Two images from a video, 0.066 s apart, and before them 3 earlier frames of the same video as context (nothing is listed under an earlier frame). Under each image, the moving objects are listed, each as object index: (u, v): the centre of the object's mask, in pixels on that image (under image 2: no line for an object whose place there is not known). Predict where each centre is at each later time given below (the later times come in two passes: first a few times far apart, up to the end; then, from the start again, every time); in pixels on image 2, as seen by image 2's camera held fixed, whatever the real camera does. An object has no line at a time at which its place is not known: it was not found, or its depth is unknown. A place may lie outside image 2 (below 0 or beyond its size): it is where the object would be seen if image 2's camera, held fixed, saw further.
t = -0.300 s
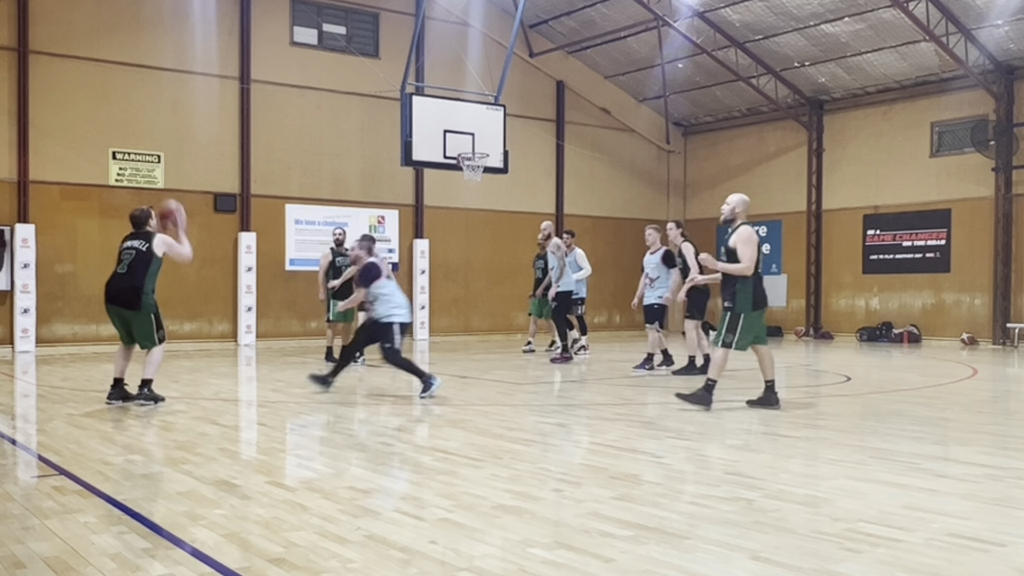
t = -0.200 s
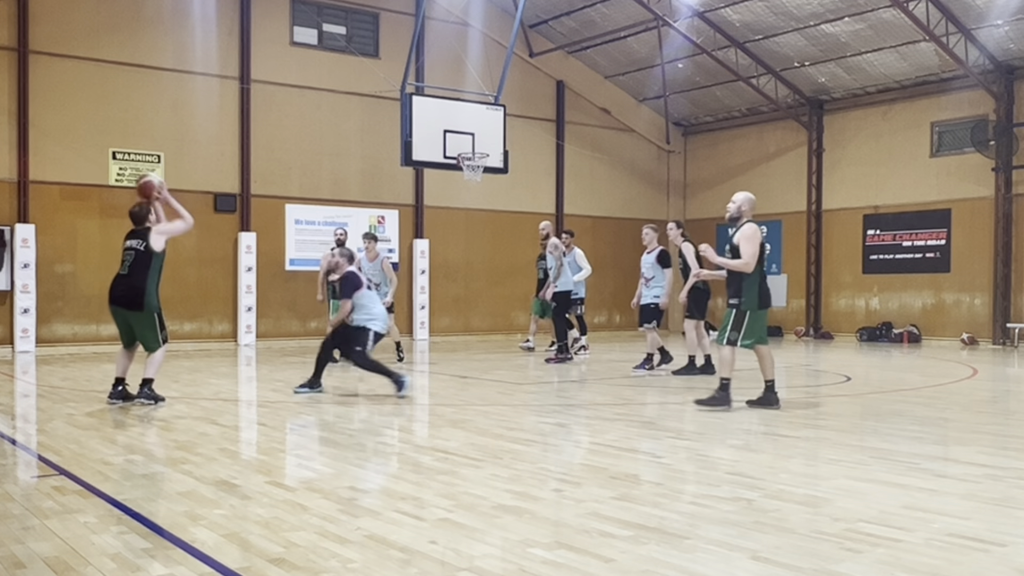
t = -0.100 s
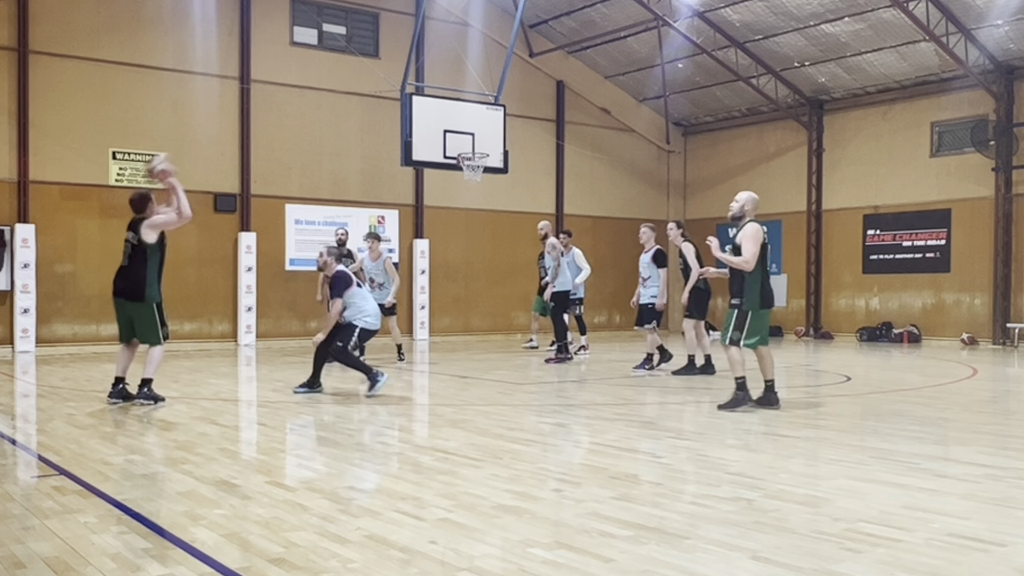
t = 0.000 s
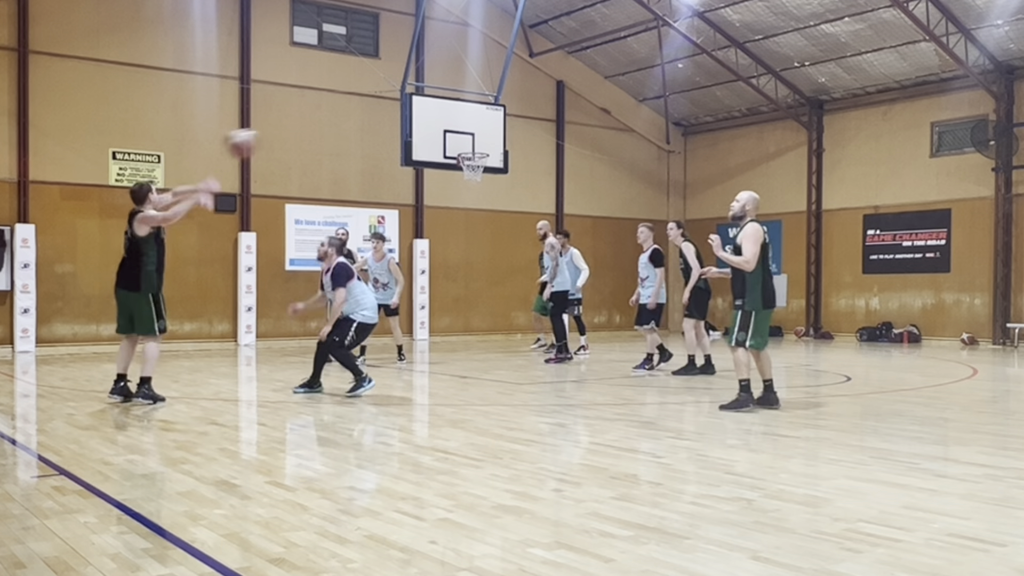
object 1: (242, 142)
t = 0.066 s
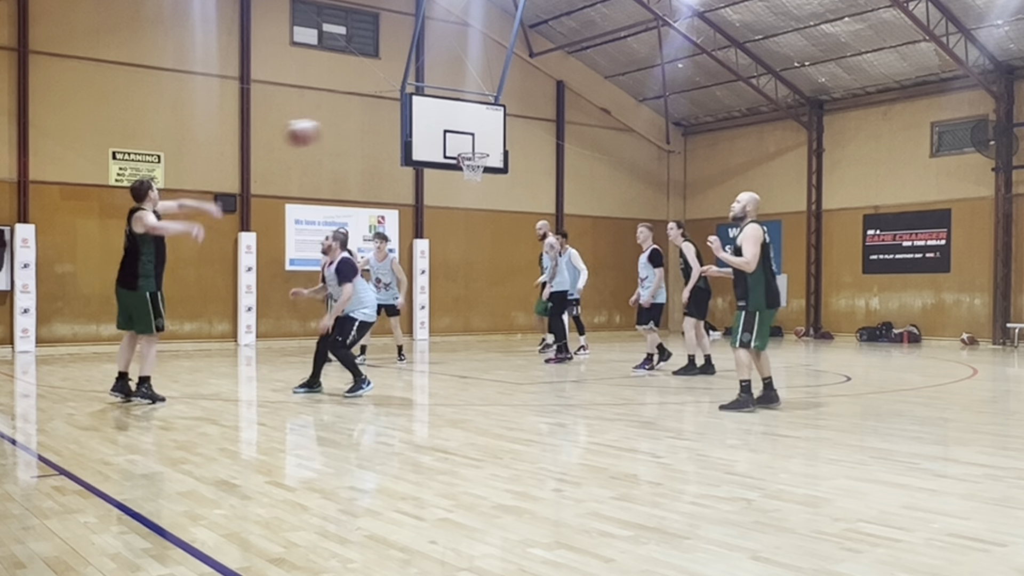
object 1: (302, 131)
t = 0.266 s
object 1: (483, 135)
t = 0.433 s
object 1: (631, 175)
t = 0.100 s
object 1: (330, 127)
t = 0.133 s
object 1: (361, 125)
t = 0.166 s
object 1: (391, 127)
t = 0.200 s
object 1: (421, 128)
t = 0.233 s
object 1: (452, 131)
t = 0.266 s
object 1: (483, 135)
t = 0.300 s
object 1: (514, 141)
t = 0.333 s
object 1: (541, 147)
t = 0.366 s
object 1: (571, 155)
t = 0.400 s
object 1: (600, 164)
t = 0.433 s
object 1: (631, 175)
